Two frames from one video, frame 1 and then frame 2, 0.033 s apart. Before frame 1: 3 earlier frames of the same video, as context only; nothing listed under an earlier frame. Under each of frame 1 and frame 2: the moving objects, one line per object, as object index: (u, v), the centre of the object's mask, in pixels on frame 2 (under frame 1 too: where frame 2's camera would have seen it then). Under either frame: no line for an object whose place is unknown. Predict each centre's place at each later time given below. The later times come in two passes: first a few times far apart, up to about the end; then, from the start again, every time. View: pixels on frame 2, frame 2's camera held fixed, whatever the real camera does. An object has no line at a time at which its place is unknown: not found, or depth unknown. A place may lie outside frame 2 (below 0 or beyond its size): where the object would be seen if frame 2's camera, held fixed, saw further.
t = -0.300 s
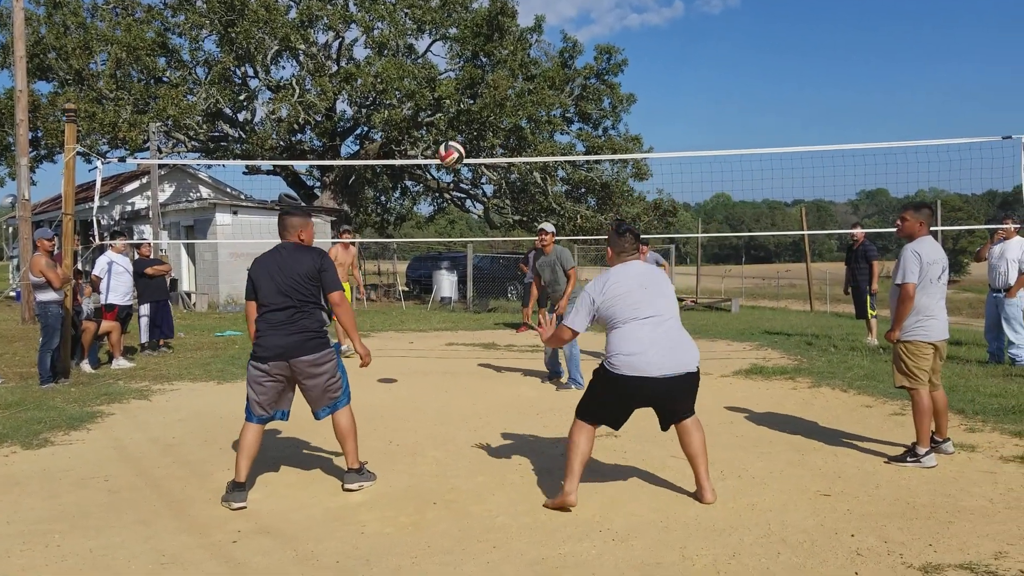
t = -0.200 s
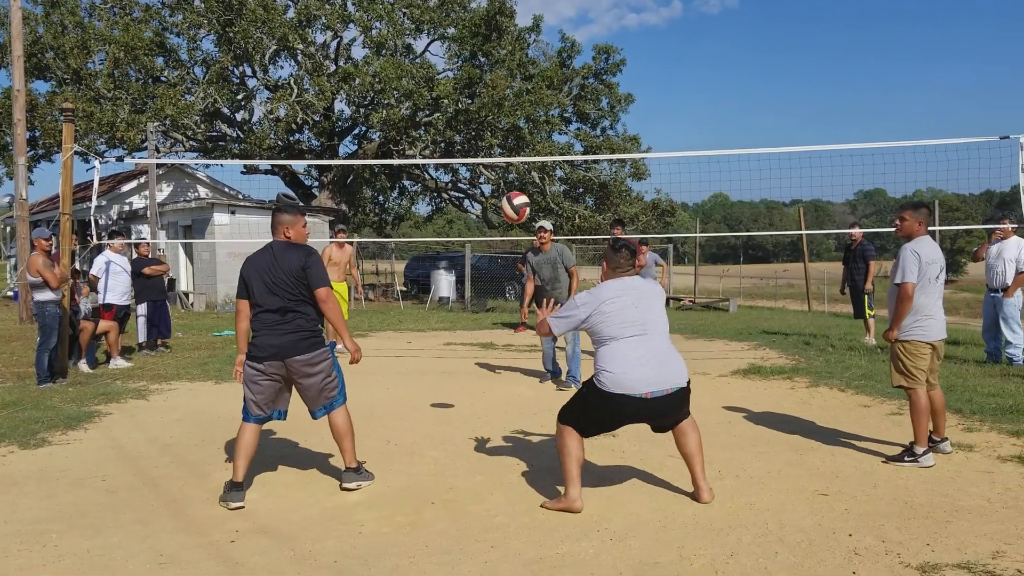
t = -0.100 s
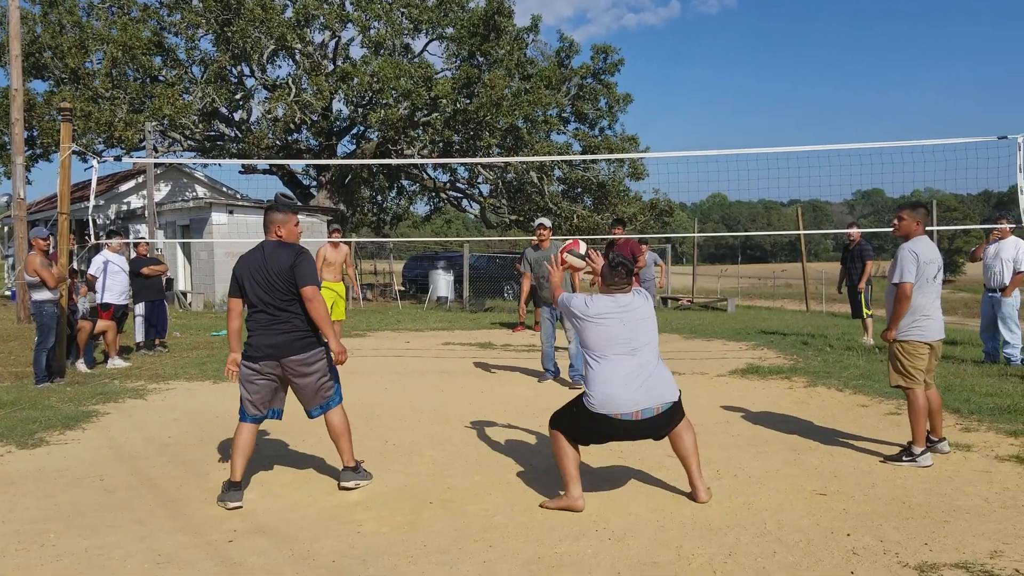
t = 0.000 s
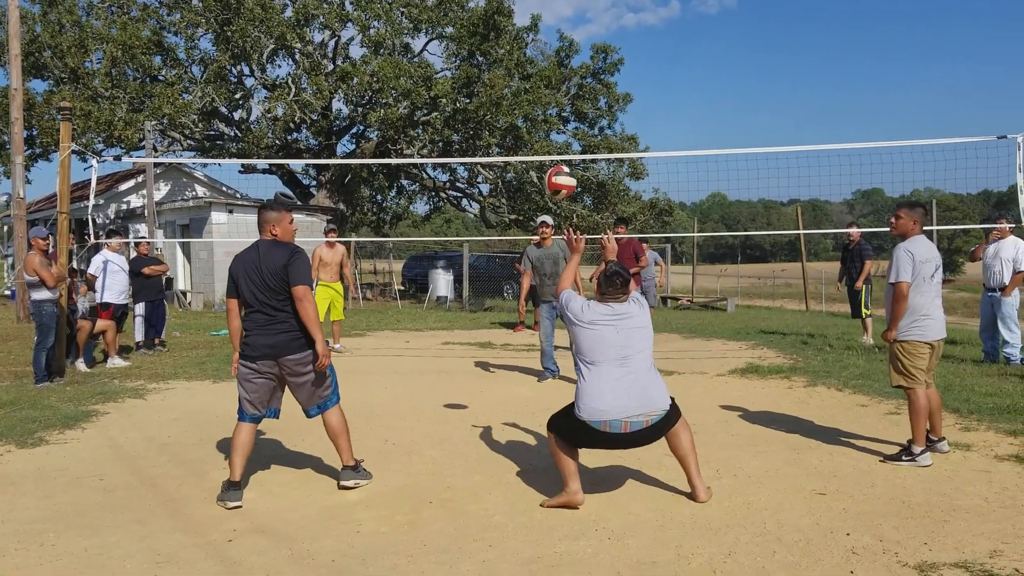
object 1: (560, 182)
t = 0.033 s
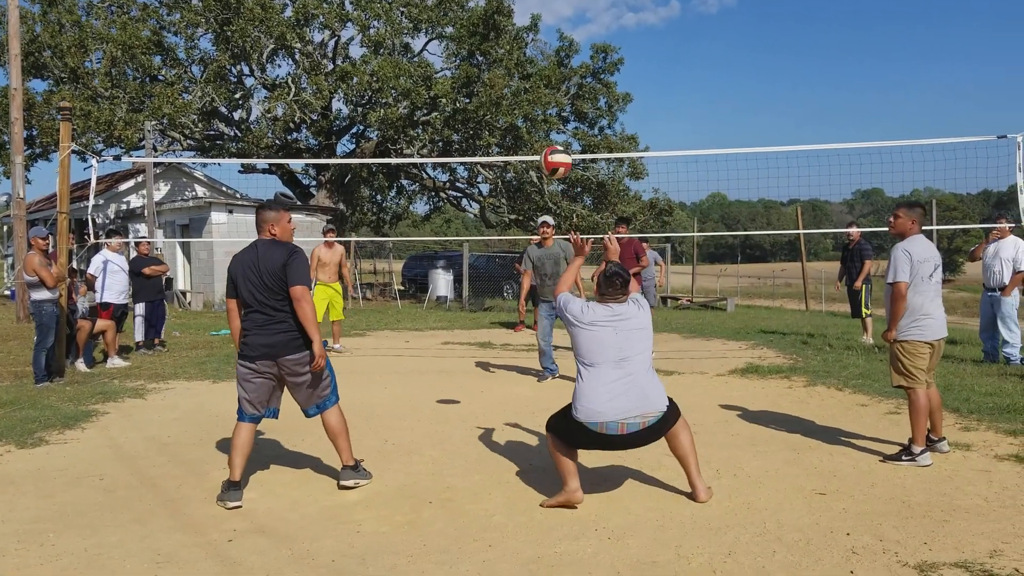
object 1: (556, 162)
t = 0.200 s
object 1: (538, 95)
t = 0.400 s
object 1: (521, 74)
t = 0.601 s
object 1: (507, 104)
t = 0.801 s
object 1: (496, 176)
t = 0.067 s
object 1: (552, 144)
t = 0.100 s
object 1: (548, 129)
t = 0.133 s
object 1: (544, 115)
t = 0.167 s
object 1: (540, 104)
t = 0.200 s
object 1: (538, 95)
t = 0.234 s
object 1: (534, 87)
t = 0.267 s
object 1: (531, 81)
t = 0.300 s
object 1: (528, 77)
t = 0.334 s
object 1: (525, 74)
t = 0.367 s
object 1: (522, 74)
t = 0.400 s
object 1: (521, 74)
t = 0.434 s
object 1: (518, 76)
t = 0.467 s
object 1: (516, 79)
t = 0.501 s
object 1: (513, 84)
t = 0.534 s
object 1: (512, 89)
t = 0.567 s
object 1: (510, 96)
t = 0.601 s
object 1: (507, 104)
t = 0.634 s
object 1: (505, 114)
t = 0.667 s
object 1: (503, 124)
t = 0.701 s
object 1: (501, 135)
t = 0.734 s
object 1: (500, 148)
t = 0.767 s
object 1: (498, 161)
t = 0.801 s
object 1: (496, 176)
